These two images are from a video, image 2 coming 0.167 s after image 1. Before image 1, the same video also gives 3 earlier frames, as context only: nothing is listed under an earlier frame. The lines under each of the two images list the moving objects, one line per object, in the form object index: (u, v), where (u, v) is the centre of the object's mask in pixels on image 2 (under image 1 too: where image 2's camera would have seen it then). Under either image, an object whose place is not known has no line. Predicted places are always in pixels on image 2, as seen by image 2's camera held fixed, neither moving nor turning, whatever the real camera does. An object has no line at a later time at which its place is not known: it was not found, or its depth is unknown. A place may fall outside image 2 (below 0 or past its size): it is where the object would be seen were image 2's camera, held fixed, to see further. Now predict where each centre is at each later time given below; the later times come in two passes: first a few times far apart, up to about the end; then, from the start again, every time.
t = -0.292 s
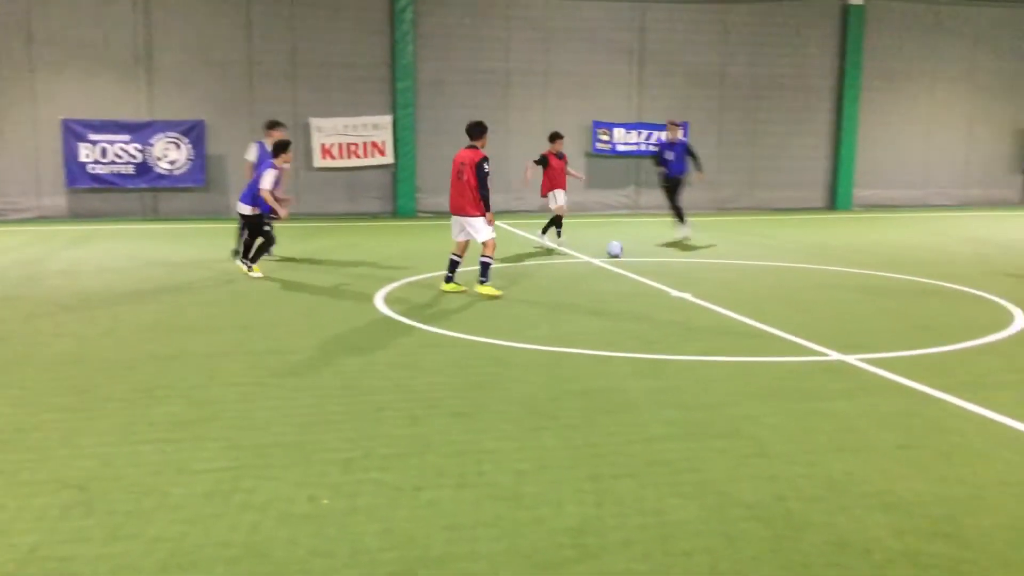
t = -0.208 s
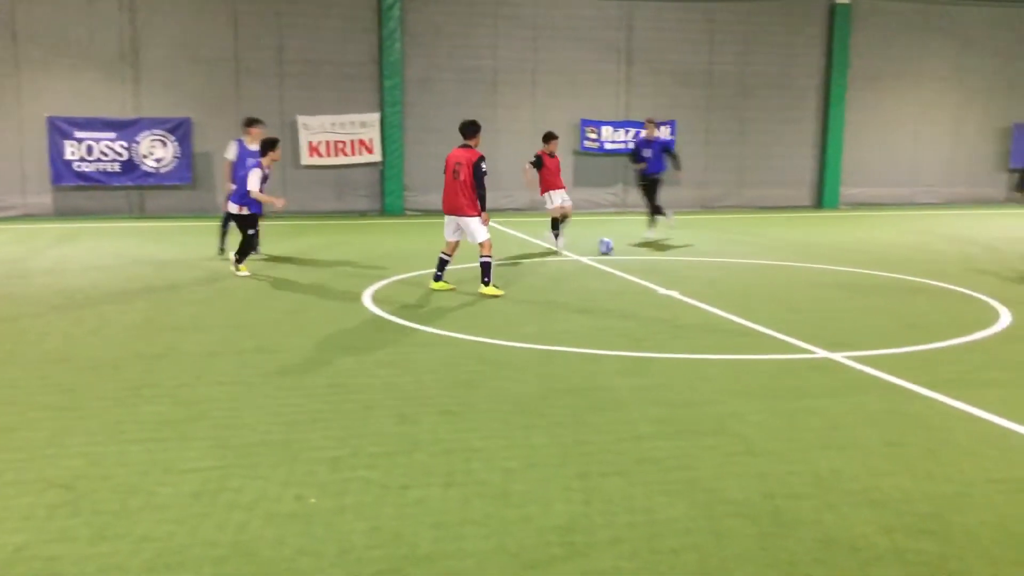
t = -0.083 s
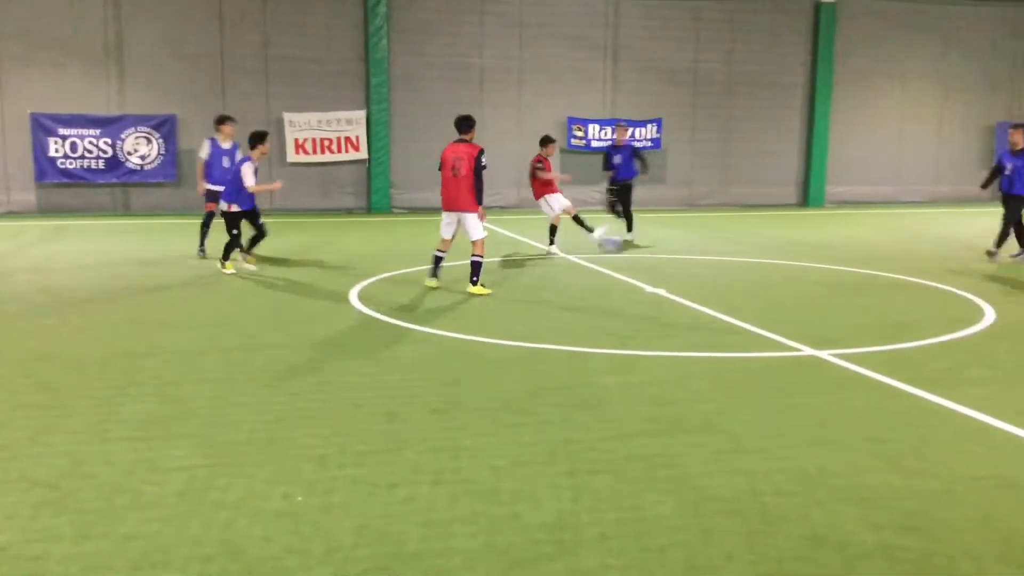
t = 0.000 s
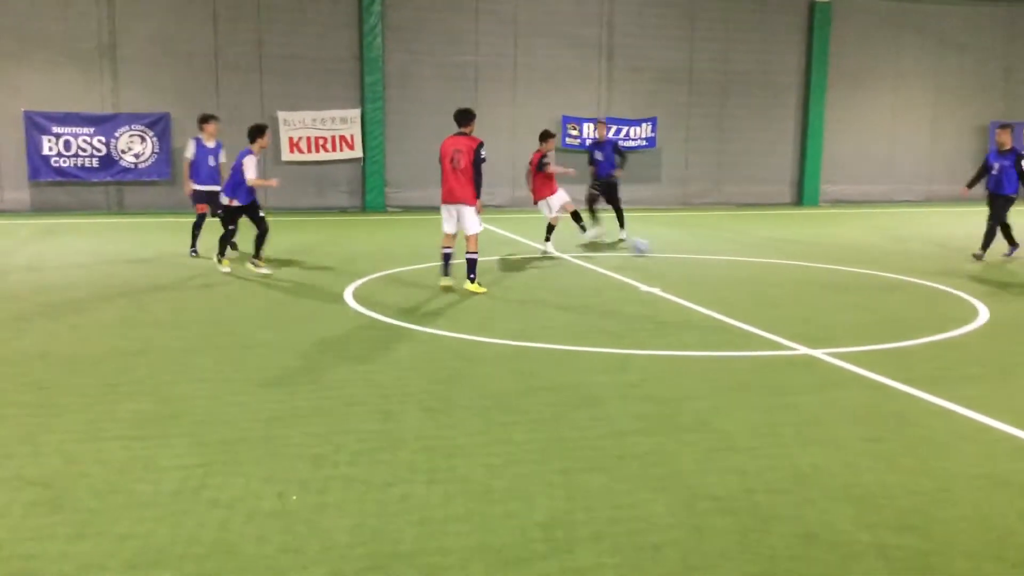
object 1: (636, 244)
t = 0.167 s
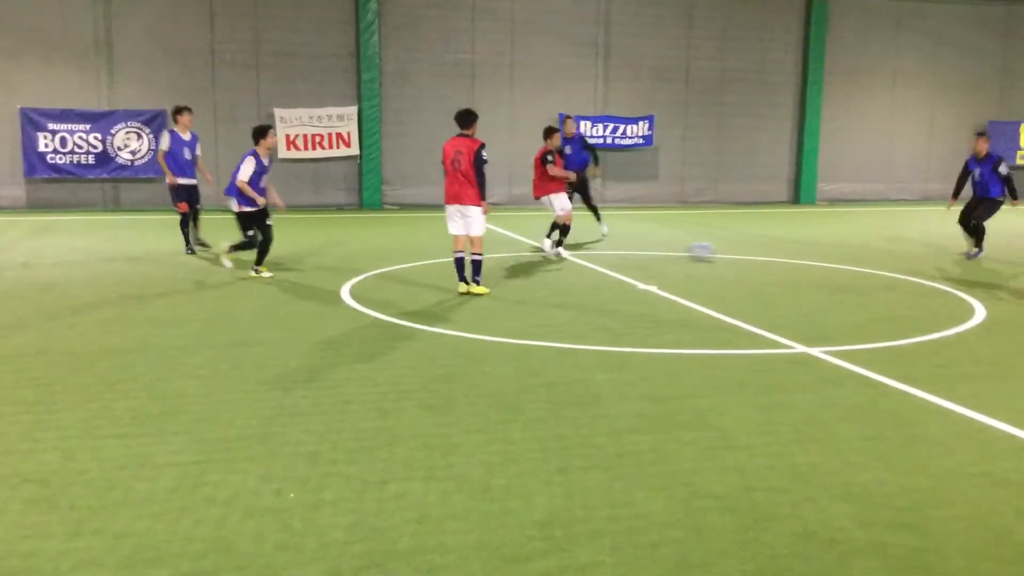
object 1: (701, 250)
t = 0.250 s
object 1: (735, 251)
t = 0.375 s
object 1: (787, 258)
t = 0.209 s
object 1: (717, 250)
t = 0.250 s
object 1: (735, 251)
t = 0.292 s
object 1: (752, 256)
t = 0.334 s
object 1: (770, 258)
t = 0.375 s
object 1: (787, 258)
